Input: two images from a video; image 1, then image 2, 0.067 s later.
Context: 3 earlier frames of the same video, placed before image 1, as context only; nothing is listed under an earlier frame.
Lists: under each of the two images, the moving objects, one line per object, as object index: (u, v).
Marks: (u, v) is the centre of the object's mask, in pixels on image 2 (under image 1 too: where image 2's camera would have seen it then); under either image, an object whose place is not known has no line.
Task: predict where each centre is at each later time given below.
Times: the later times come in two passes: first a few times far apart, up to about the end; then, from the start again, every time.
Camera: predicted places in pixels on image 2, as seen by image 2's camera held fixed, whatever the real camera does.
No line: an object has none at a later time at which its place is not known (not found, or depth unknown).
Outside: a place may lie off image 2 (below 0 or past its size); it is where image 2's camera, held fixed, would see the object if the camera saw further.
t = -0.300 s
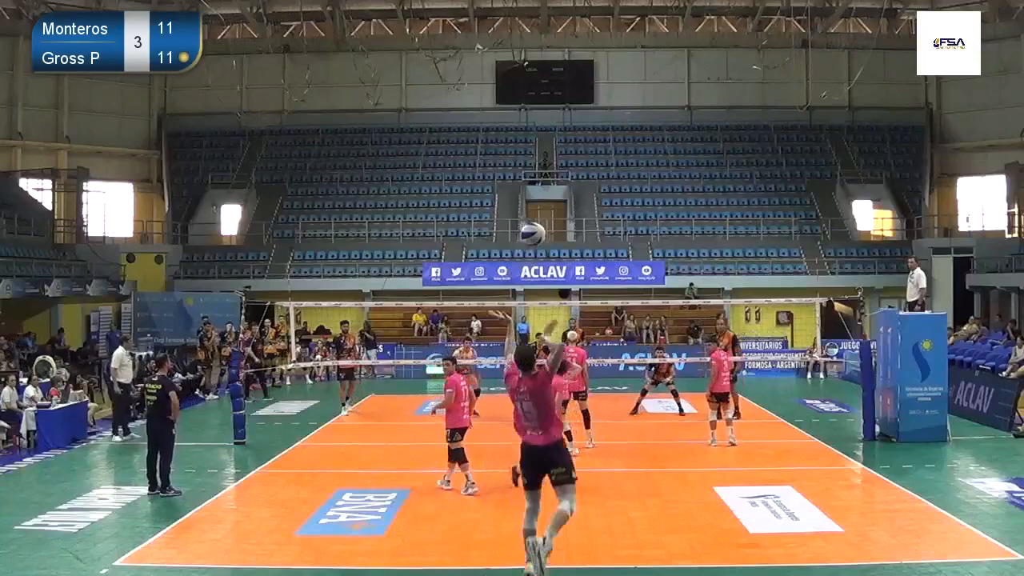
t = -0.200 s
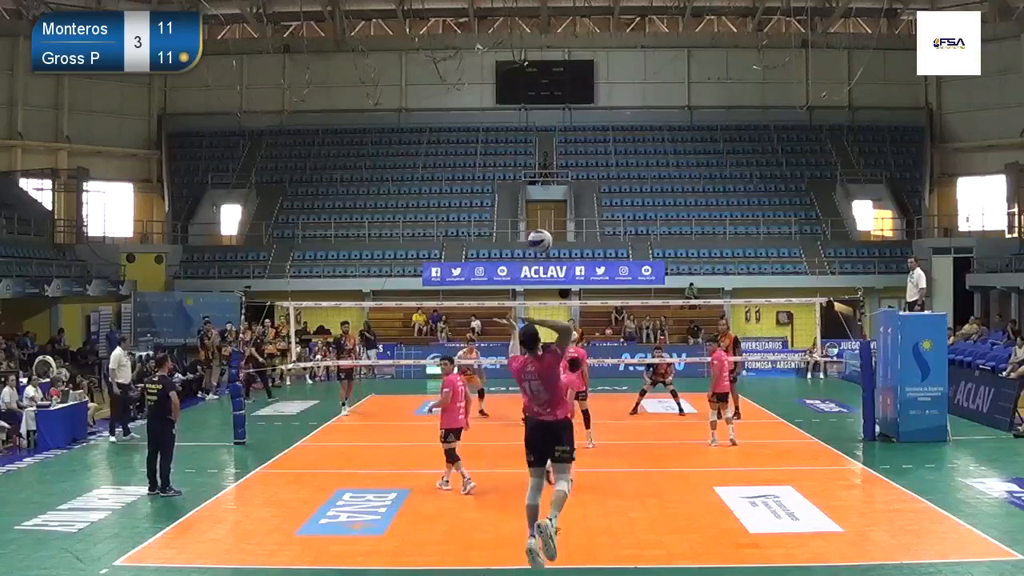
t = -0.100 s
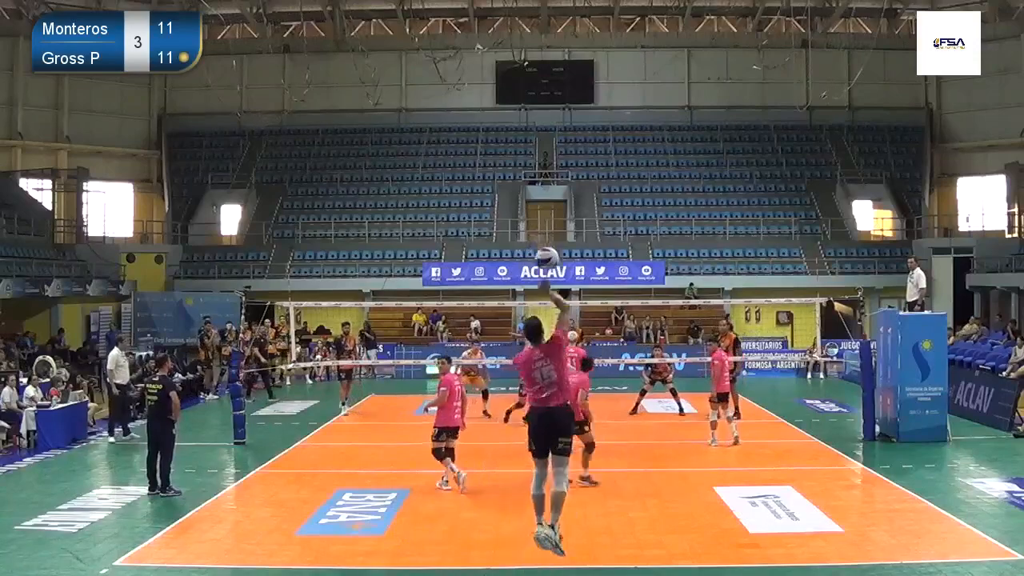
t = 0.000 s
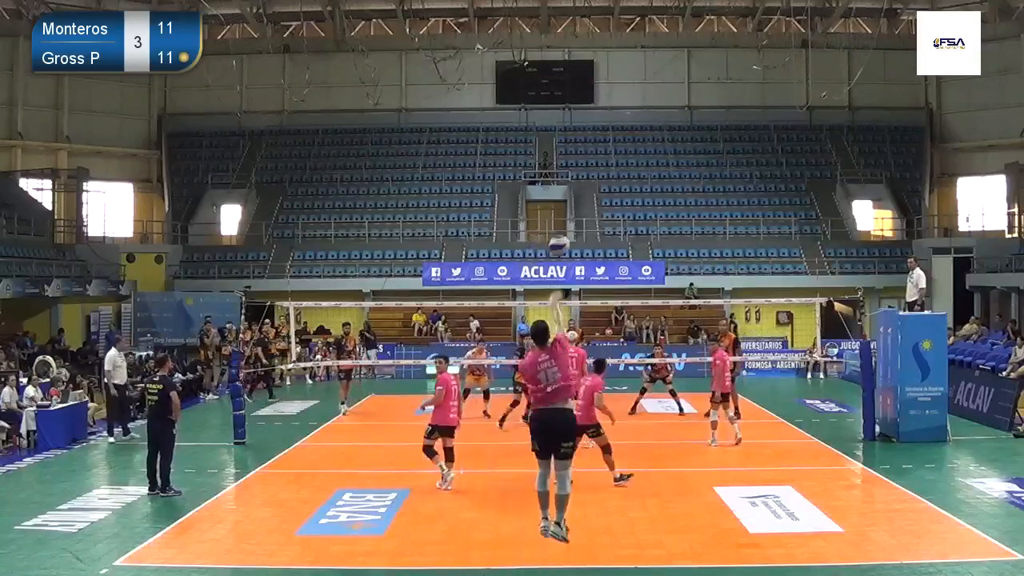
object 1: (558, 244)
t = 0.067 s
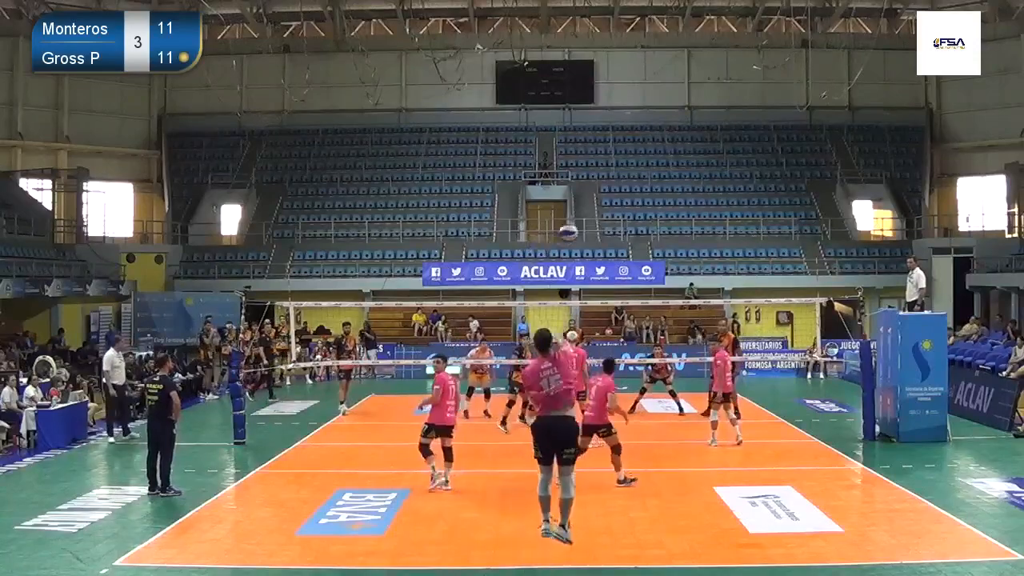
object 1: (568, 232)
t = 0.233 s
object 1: (586, 228)
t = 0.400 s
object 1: (600, 249)
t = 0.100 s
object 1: (572, 229)
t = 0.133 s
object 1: (576, 227)
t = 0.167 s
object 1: (579, 226)
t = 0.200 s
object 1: (582, 227)
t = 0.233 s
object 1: (586, 228)
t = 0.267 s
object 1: (589, 230)
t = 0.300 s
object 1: (592, 235)
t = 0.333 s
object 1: (595, 240)
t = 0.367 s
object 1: (597, 244)
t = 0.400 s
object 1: (600, 249)
